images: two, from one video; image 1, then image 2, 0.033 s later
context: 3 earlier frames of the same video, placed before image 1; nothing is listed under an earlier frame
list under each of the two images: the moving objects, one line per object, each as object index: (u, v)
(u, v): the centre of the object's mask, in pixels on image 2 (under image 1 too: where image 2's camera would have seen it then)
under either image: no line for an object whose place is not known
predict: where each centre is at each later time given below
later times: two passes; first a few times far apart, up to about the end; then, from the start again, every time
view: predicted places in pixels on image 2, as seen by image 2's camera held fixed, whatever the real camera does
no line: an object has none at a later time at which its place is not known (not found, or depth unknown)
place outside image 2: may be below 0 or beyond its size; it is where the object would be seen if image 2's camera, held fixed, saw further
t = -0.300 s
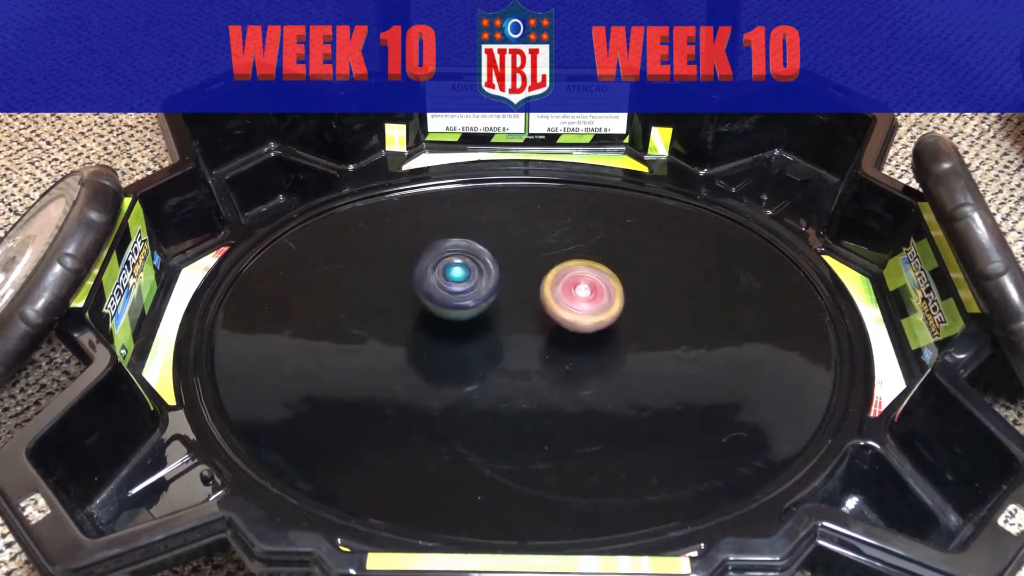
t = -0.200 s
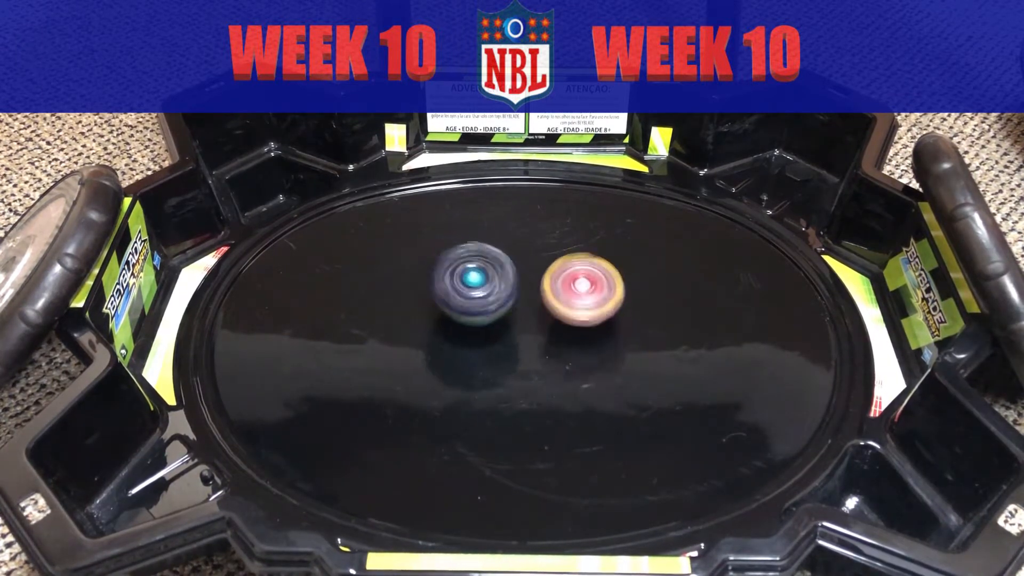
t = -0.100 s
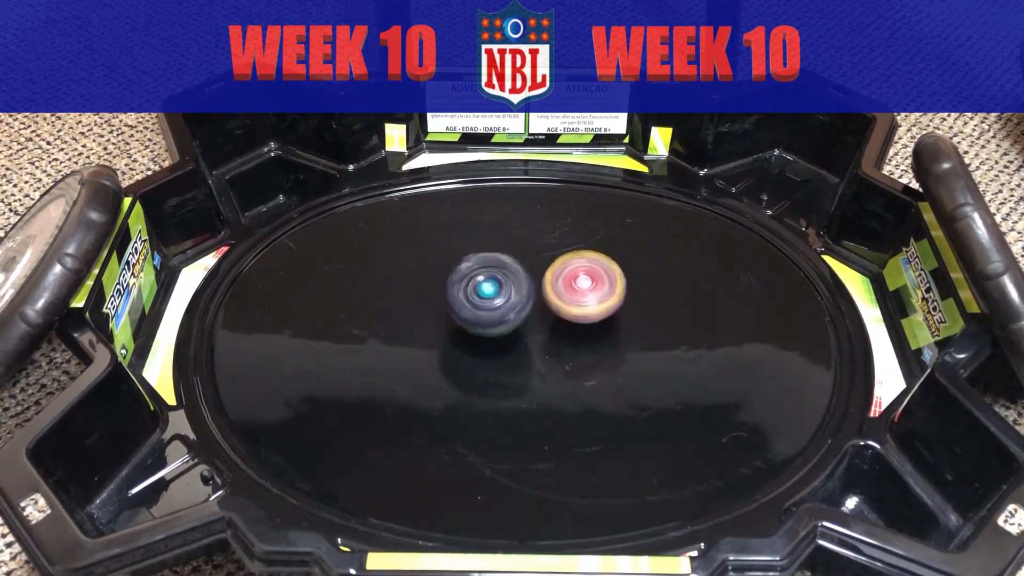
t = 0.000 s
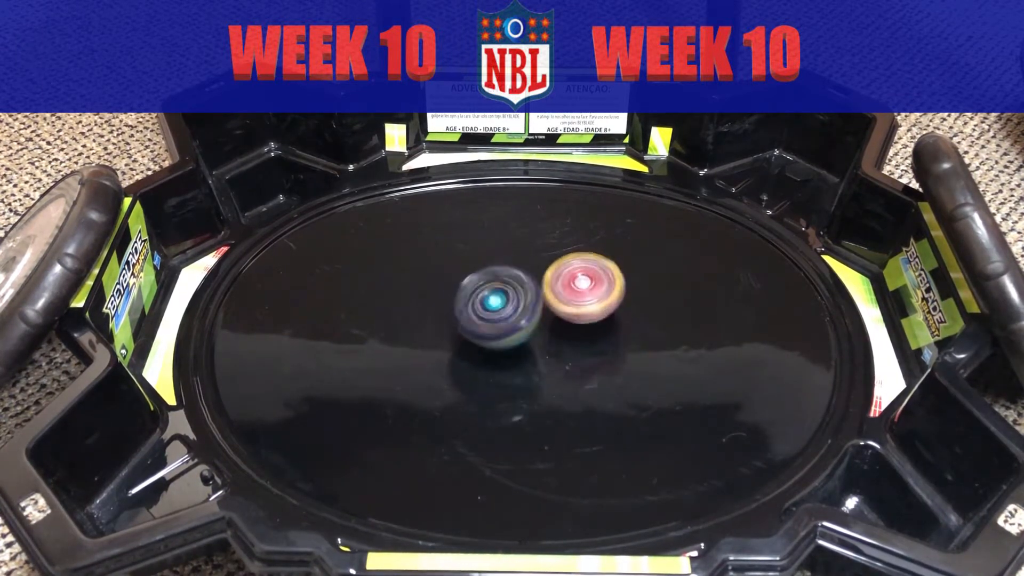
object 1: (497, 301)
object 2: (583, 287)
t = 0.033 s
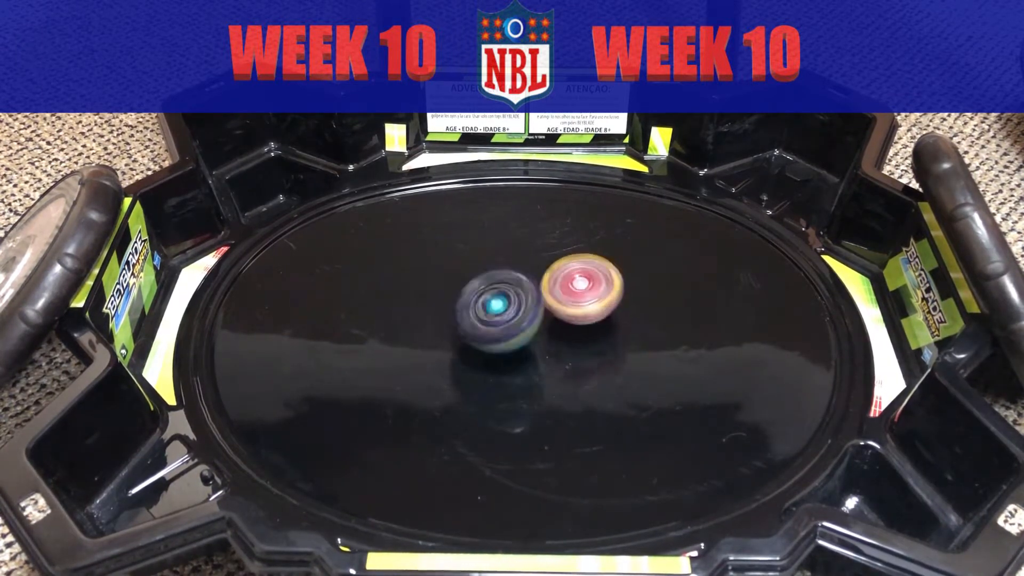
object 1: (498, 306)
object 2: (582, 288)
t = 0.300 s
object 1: (438, 308)
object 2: (650, 321)
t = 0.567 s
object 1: (452, 325)
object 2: (619, 327)
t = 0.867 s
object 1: (501, 336)
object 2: (598, 297)
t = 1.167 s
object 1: (509, 331)
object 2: (584, 305)
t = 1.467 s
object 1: (457, 317)
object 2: (547, 333)
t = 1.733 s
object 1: (453, 321)
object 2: (551, 397)
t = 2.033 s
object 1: (510, 326)
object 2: (596, 381)
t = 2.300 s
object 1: (498, 315)
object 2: (584, 364)
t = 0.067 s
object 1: (499, 308)
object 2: (582, 290)
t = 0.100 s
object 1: (497, 310)
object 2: (586, 293)
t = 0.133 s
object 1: (478, 311)
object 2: (604, 297)
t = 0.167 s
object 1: (462, 311)
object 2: (623, 301)
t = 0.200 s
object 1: (451, 310)
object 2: (639, 307)
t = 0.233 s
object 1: (442, 309)
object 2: (647, 312)
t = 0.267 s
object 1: (438, 309)
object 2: (651, 317)
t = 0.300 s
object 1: (438, 308)
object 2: (650, 321)
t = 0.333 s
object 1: (441, 308)
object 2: (647, 324)
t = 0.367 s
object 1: (443, 310)
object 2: (644, 326)
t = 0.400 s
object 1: (445, 311)
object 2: (641, 327)
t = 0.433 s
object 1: (447, 313)
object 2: (637, 329)
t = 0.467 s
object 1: (449, 315)
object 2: (633, 329)
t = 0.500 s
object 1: (451, 317)
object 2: (629, 330)
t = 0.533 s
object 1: (451, 321)
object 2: (624, 329)
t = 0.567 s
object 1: (452, 325)
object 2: (619, 327)
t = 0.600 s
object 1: (456, 326)
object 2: (614, 325)
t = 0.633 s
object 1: (458, 327)
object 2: (610, 321)
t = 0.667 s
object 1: (463, 329)
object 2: (606, 317)
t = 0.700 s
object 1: (472, 332)
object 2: (603, 312)
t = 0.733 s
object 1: (478, 332)
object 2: (602, 307)
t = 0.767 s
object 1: (487, 336)
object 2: (600, 303)
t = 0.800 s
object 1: (493, 337)
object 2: (599, 300)
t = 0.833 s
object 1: (496, 334)
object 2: (599, 298)
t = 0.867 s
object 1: (501, 336)
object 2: (598, 297)
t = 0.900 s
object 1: (505, 335)
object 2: (598, 298)
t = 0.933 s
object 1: (507, 337)
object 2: (595, 299)
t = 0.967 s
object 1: (509, 336)
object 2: (592, 300)
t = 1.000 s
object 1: (509, 337)
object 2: (590, 301)
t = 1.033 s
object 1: (510, 336)
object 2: (587, 300)
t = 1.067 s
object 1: (511, 334)
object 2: (585, 301)
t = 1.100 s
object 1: (512, 333)
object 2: (582, 302)
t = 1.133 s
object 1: (514, 332)
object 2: (581, 303)
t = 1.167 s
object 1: (509, 331)
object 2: (584, 305)
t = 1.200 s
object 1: (500, 331)
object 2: (589, 306)
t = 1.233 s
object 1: (489, 330)
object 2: (589, 311)
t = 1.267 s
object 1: (481, 327)
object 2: (586, 313)
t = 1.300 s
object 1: (474, 324)
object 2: (584, 316)
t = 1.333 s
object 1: (469, 321)
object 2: (578, 320)
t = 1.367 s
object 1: (463, 322)
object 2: (569, 323)
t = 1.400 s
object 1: (458, 314)
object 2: (564, 326)
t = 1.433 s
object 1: (458, 316)
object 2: (554, 329)
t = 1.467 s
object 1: (457, 317)
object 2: (547, 333)
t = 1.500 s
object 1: (450, 320)
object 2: (541, 338)
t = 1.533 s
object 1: (447, 319)
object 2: (544, 346)
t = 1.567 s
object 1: (443, 315)
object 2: (540, 356)
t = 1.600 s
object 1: (444, 316)
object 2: (538, 367)
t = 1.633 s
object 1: (445, 317)
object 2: (539, 378)
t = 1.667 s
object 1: (447, 318)
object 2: (541, 386)
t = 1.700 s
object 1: (448, 320)
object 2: (546, 392)
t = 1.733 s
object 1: (453, 321)
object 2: (551, 397)
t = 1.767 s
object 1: (455, 321)
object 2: (558, 399)
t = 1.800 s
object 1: (465, 325)
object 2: (566, 398)
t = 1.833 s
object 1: (468, 329)
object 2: (573, 398)
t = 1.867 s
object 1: (476, 325)
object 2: (578, 396)
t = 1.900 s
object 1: (480, 323)
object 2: (583, 394)
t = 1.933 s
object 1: (487, 323)
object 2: (588, 392)
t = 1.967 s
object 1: (498, 324)
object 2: (591, 389)
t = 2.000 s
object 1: (504, 328)
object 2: (594, 385)
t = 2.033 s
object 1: (510, 326)
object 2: (596, 381)
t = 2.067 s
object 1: (517, 329)
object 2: (596, 376)
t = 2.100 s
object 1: (518, 333)
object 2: (594, 372)
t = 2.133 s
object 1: (518, 328)
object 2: (594, 370)
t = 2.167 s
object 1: (514, 327)
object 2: (594, 370)
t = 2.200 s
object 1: (511, 327)
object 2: (593, 369)
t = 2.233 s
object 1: (506, 324)
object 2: (591, 368)
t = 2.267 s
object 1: (503, 324)
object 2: (588, 366)
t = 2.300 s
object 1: (498, 315)
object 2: (584, 364)
